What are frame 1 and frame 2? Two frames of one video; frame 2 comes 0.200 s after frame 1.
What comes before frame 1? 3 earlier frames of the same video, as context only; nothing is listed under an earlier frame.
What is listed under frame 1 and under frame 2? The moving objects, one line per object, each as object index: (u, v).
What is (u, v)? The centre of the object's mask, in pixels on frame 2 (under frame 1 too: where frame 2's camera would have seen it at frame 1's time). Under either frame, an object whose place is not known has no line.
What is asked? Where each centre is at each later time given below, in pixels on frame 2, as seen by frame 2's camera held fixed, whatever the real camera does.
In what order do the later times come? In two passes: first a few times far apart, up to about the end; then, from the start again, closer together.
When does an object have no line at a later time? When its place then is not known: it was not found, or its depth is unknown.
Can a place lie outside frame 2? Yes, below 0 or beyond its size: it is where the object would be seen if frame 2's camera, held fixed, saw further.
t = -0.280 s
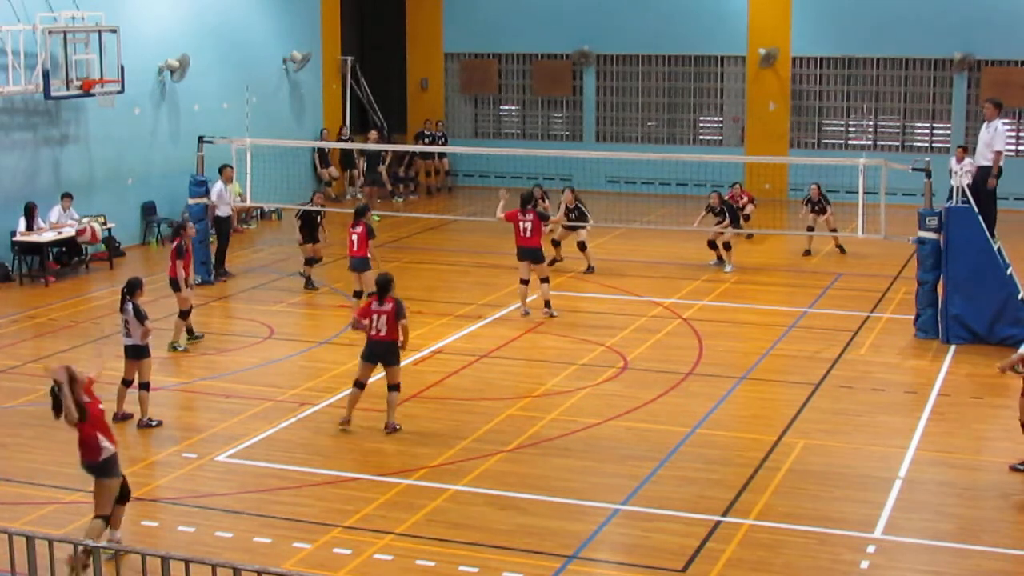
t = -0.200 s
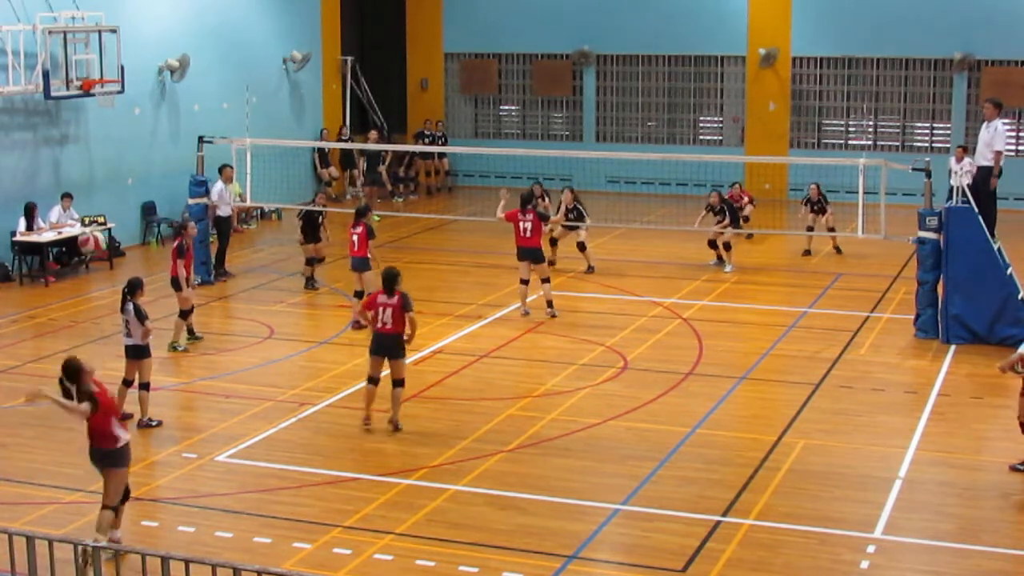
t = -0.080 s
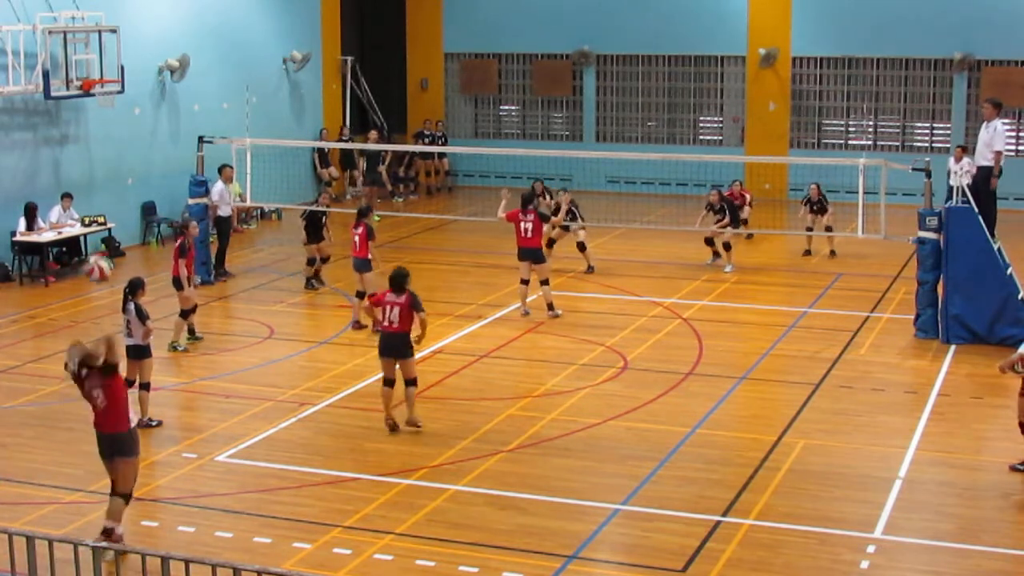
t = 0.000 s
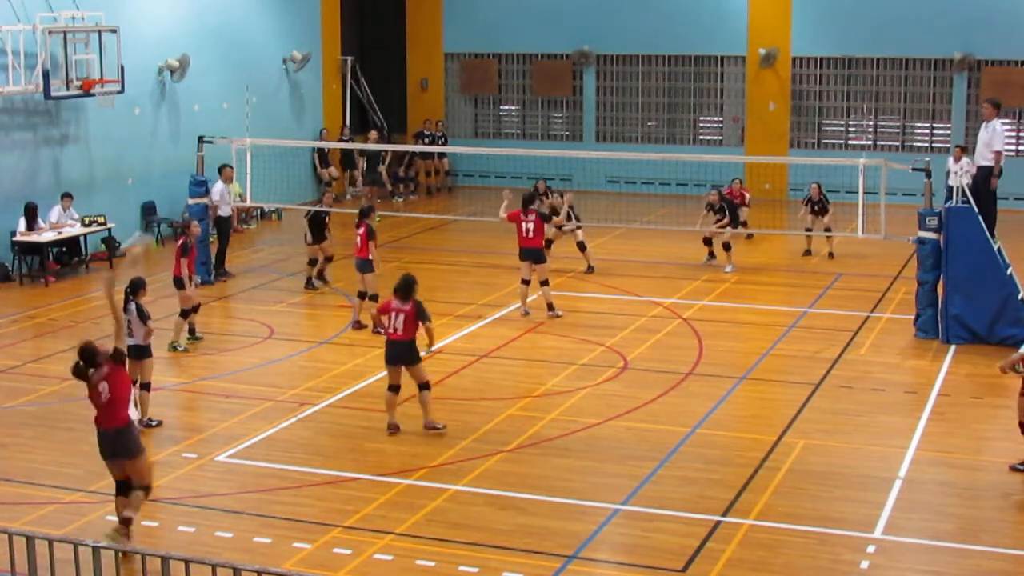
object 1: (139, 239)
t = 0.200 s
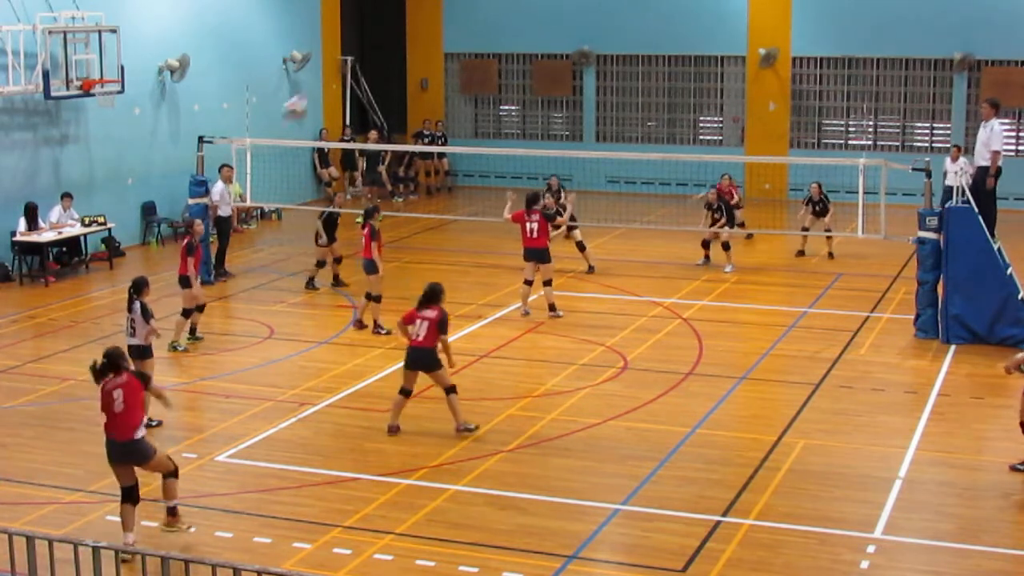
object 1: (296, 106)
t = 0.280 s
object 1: (344, 76)
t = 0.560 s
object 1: (466, 41)
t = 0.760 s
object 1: (527, 60)
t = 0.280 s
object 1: (344, 76)
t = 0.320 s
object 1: (365, 65)
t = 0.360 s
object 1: (384, 57)
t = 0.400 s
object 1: (402, 50)
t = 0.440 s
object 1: (419, 44)
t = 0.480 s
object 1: (434, 41)
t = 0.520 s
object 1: (451, 41)
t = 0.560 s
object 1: (466, 41)
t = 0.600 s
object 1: (480, 42)
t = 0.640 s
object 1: (493, 45)
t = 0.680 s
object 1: (504, 48)
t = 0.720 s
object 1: (516, 54)
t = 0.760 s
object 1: (527, 60)
